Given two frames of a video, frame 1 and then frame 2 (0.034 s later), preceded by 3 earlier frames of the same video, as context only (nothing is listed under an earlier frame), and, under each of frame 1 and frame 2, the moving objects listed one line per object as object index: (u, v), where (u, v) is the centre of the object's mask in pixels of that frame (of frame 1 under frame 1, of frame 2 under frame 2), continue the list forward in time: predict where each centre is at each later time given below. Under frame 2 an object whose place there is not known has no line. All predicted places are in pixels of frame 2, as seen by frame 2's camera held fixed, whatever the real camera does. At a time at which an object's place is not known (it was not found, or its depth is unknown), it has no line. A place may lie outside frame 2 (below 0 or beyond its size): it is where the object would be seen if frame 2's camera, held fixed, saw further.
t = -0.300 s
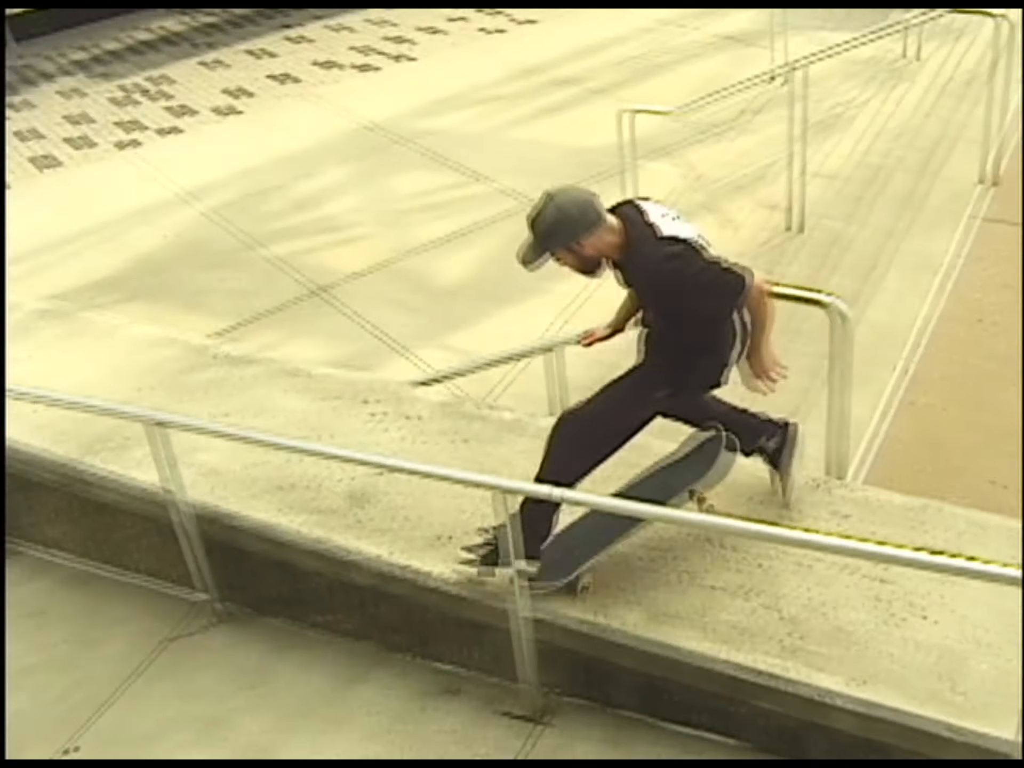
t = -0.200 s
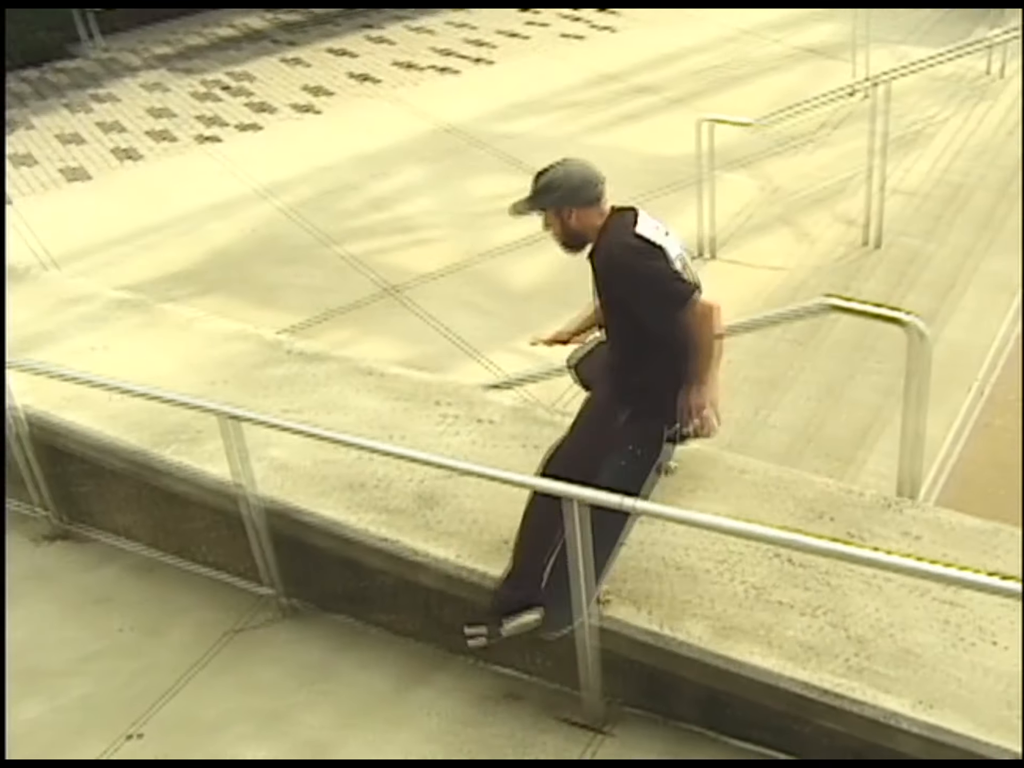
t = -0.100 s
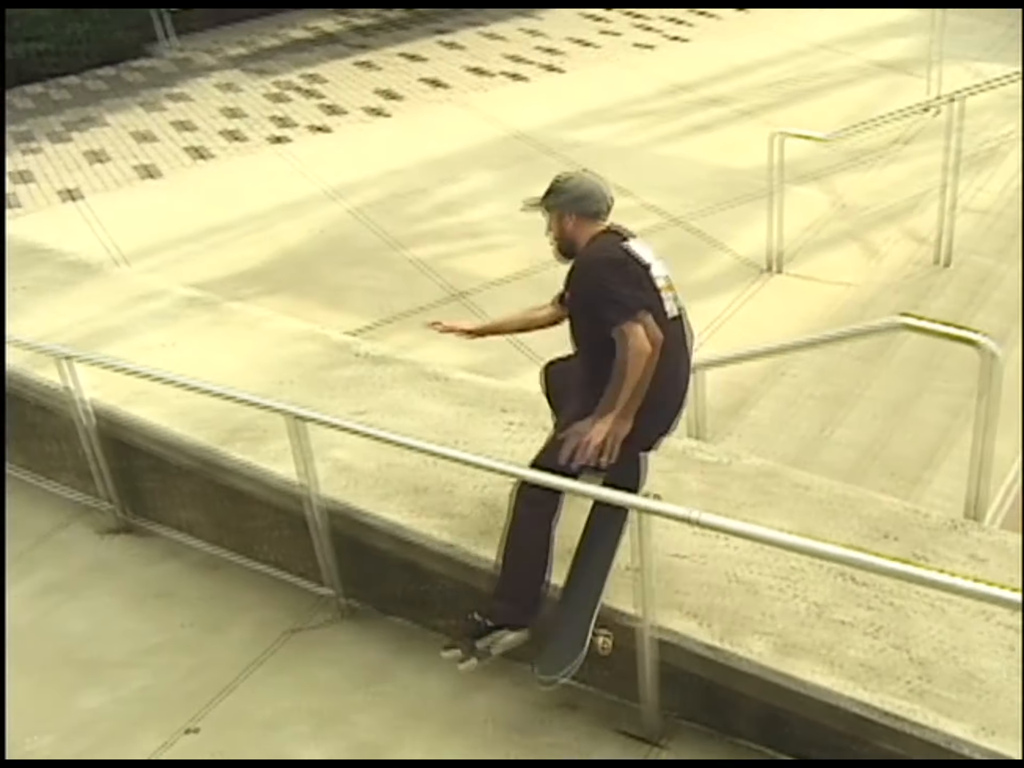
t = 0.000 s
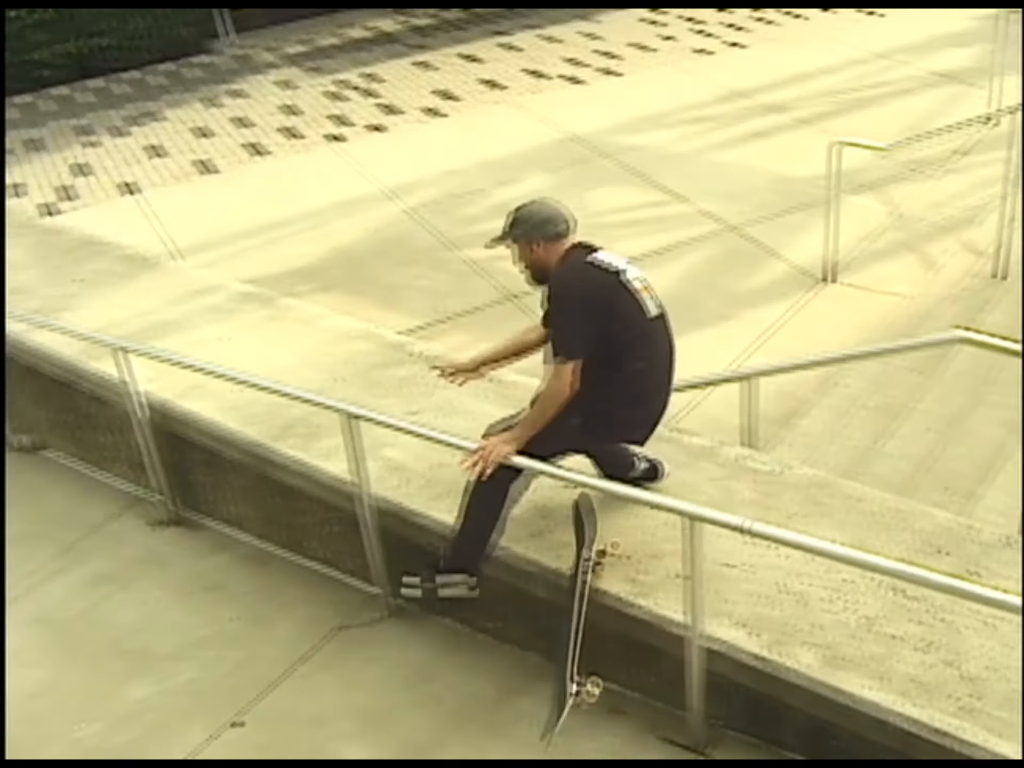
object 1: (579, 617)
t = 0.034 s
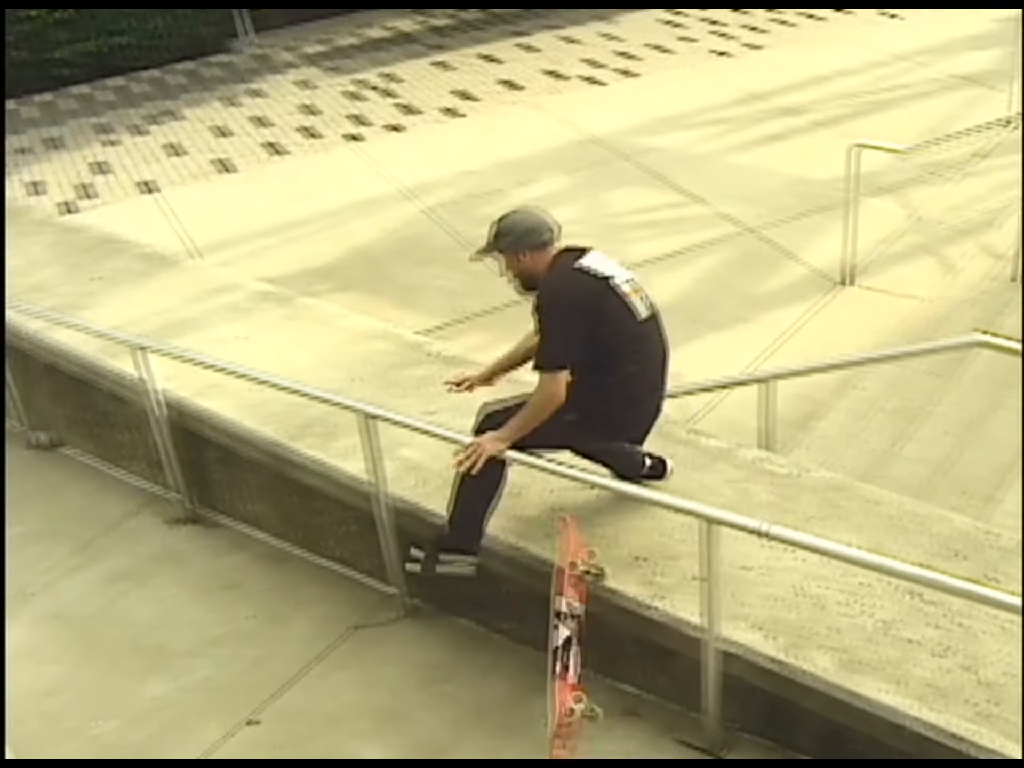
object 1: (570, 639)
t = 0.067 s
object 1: (550, 644)
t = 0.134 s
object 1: (510, 648)
